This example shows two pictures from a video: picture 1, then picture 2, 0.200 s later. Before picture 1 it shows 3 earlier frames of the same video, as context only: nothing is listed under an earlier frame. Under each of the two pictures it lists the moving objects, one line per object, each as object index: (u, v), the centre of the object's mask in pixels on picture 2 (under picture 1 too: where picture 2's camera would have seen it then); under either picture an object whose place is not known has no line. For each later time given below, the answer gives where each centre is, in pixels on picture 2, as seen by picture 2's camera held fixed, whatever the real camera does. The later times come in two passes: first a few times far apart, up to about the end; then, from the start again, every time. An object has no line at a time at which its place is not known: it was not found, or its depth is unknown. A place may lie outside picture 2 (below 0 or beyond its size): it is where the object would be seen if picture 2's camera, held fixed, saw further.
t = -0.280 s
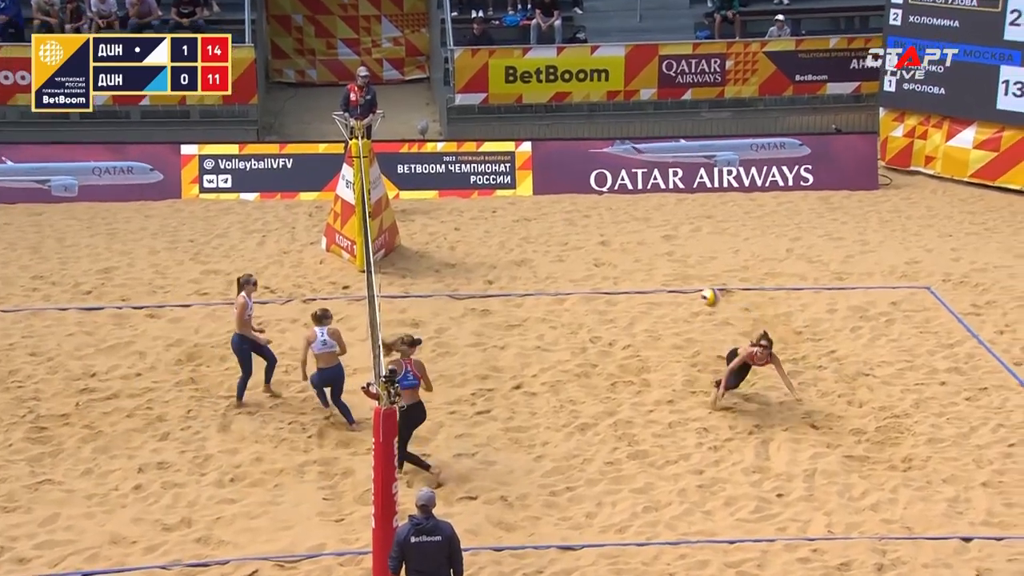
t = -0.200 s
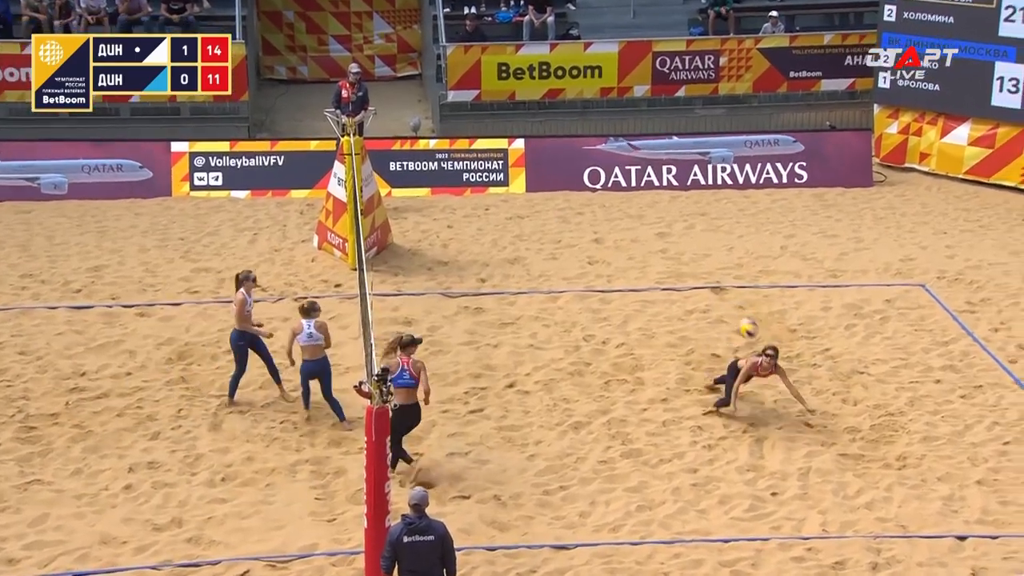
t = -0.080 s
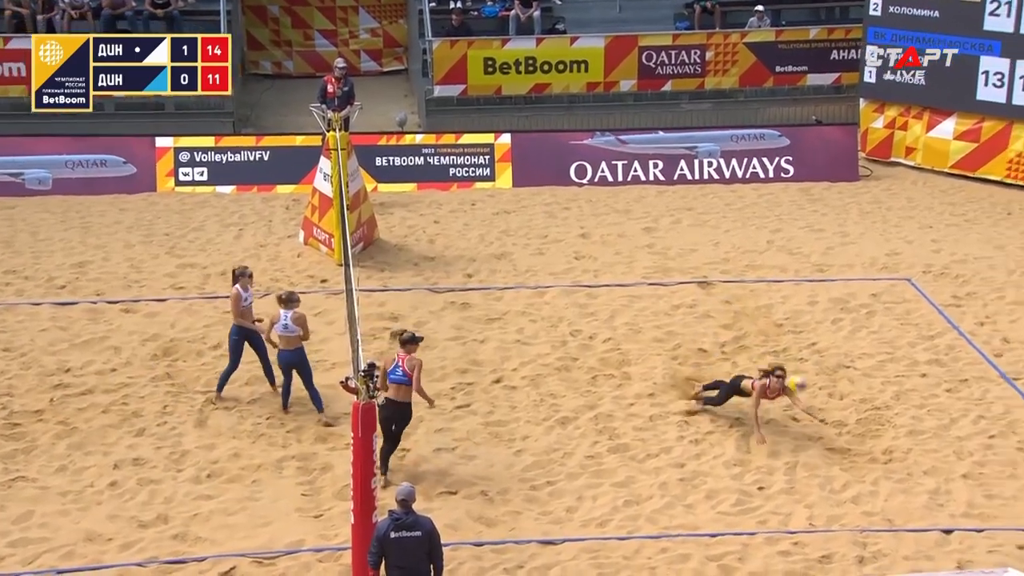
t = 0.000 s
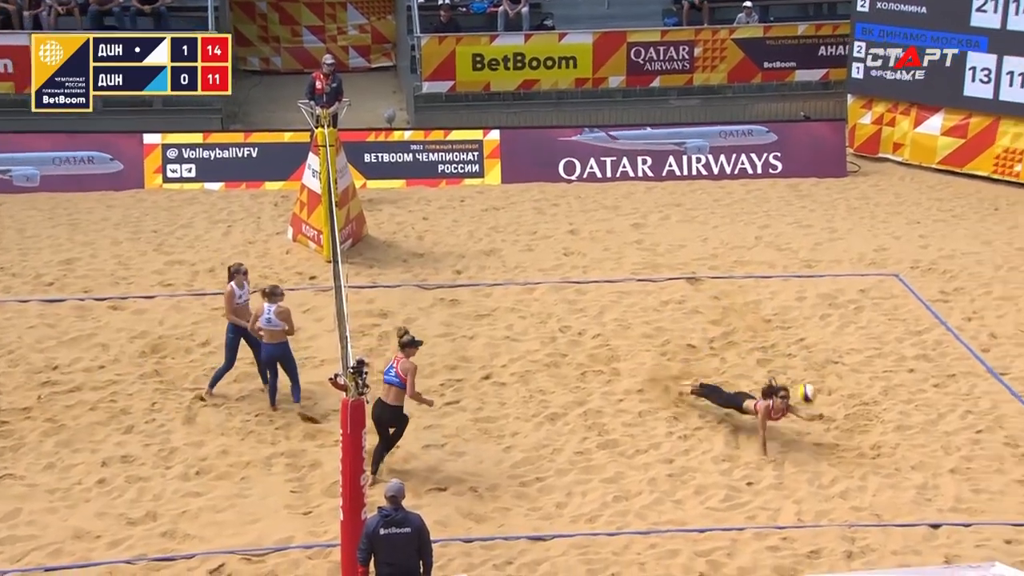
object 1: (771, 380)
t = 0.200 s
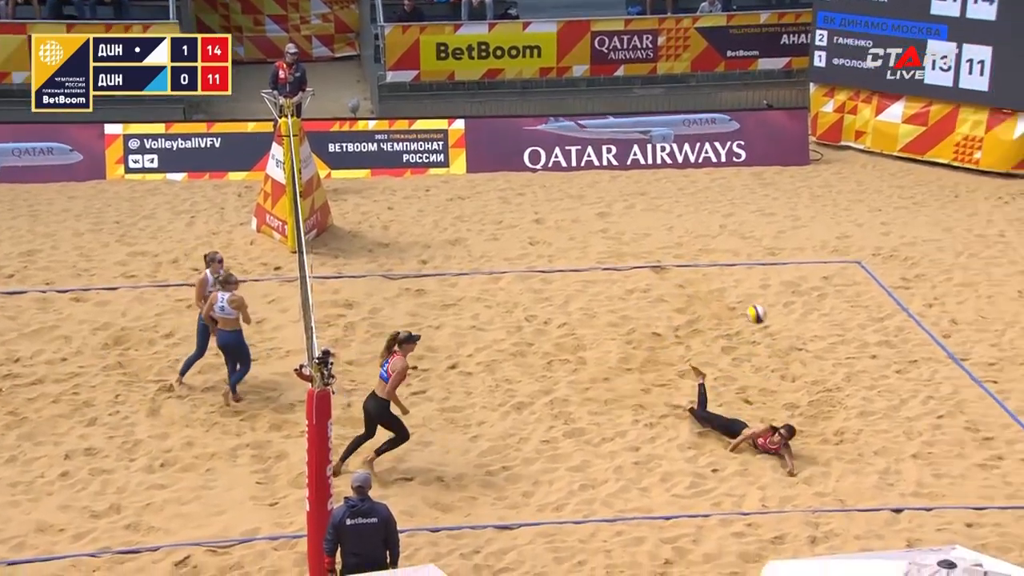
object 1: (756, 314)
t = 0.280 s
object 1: (749, 295)
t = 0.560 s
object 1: (722, 277)
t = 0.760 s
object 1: (701, 303)
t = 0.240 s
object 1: (753, 305)
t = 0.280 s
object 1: (749, 295)
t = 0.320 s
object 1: (745, 288)
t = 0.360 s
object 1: (742, 284)
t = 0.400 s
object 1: (738, 280)
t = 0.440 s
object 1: (734, 277)
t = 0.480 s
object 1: (730, 276)
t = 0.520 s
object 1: (726, 275)
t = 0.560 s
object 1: (722, 277)
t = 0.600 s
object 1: (718, 280)
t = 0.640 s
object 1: (714, 284)
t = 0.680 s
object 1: (709, 289)
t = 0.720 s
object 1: (705, 295)
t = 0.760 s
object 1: (701, 303)
